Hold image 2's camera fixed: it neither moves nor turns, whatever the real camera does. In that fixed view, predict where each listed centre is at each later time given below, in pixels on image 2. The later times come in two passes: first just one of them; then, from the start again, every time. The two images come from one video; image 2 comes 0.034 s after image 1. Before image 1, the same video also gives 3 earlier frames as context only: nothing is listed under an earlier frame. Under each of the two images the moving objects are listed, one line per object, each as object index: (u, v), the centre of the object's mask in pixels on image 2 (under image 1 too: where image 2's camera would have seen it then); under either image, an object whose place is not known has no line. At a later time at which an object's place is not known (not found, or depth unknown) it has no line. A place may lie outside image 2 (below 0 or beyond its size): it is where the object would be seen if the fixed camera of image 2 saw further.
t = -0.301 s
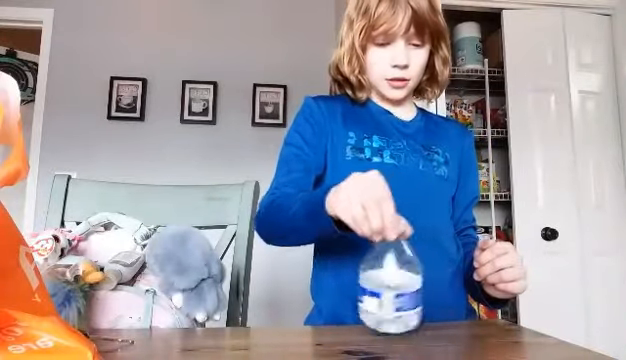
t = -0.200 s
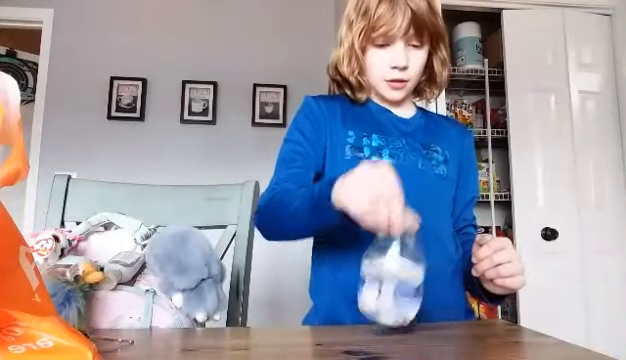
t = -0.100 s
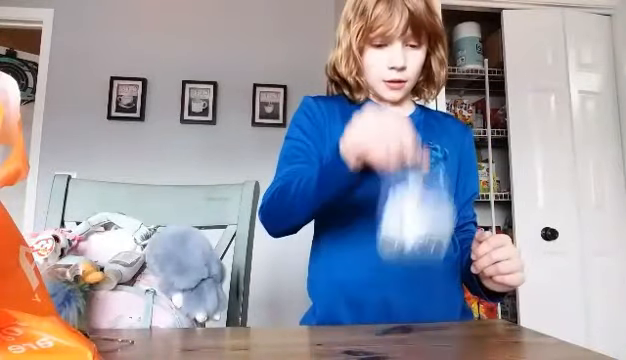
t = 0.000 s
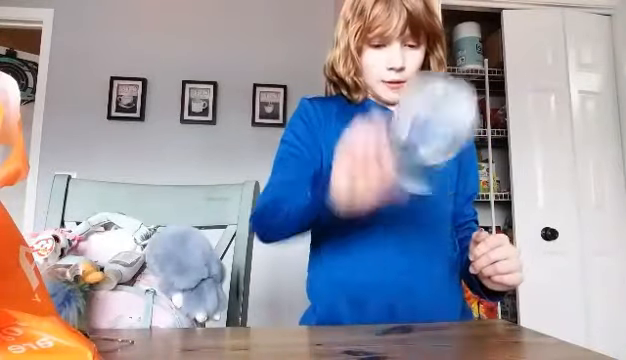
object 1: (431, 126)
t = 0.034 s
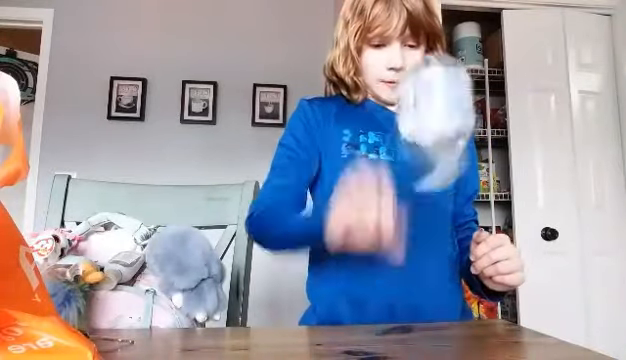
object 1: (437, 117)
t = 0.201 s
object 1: (456, 224)
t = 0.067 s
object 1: (441, 108)
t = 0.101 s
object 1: (446, 110)
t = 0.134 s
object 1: (449, 132)
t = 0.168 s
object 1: (452, 169)
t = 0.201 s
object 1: (456, 224)
